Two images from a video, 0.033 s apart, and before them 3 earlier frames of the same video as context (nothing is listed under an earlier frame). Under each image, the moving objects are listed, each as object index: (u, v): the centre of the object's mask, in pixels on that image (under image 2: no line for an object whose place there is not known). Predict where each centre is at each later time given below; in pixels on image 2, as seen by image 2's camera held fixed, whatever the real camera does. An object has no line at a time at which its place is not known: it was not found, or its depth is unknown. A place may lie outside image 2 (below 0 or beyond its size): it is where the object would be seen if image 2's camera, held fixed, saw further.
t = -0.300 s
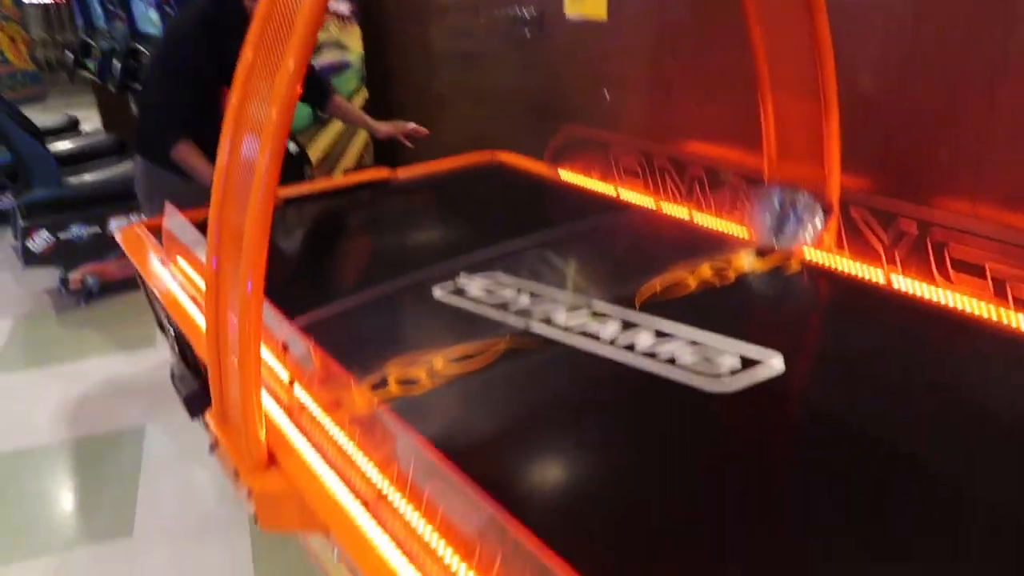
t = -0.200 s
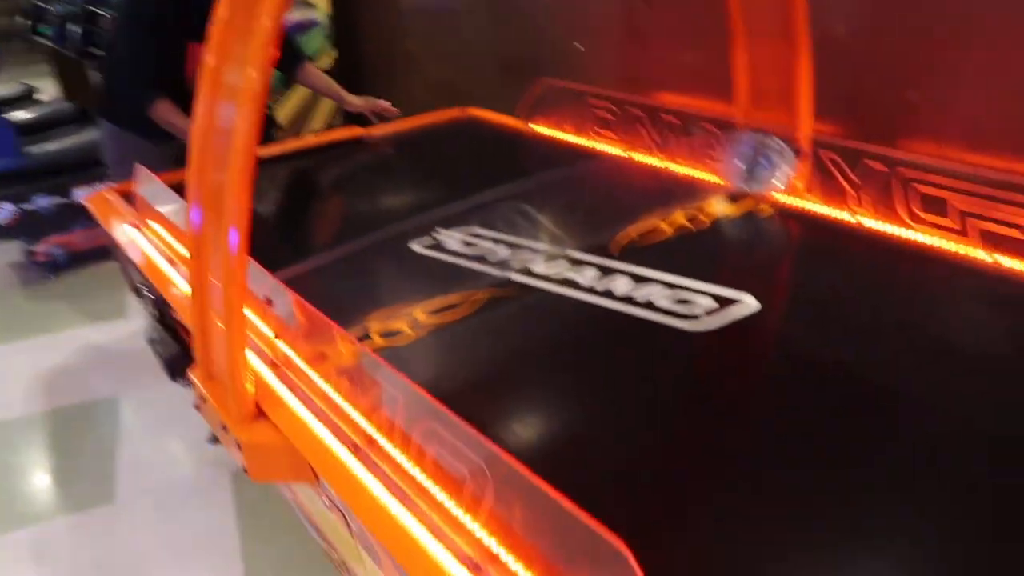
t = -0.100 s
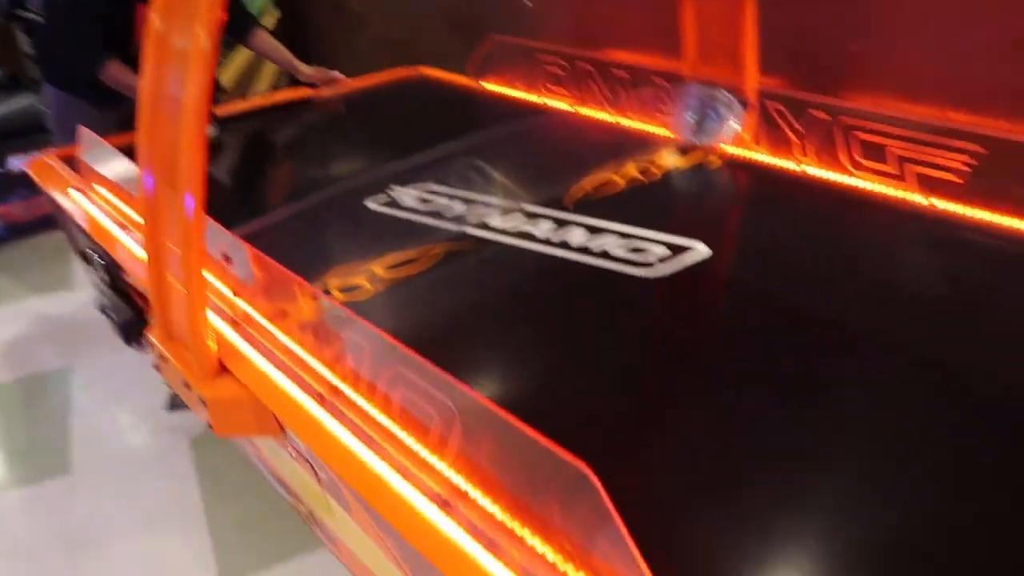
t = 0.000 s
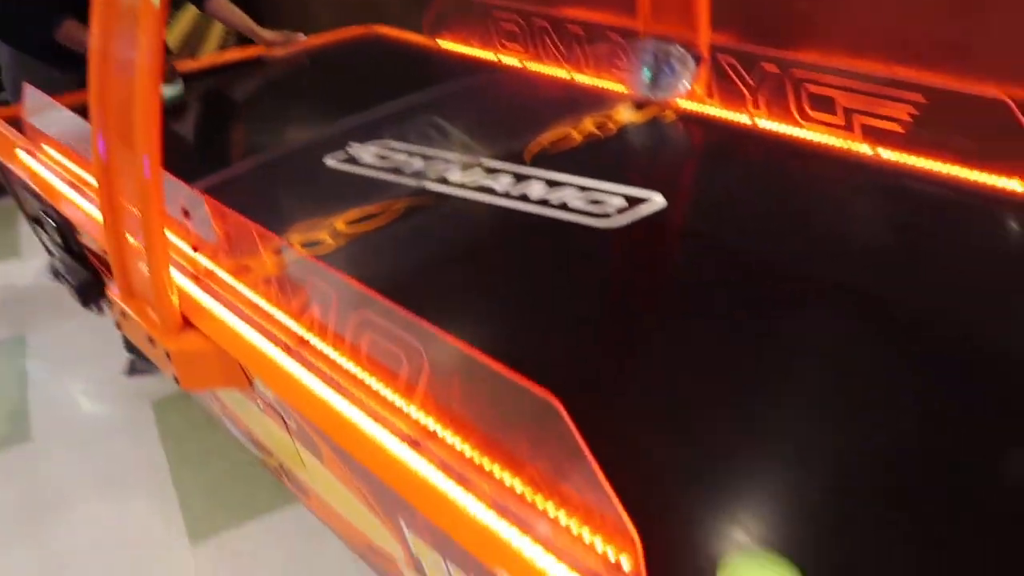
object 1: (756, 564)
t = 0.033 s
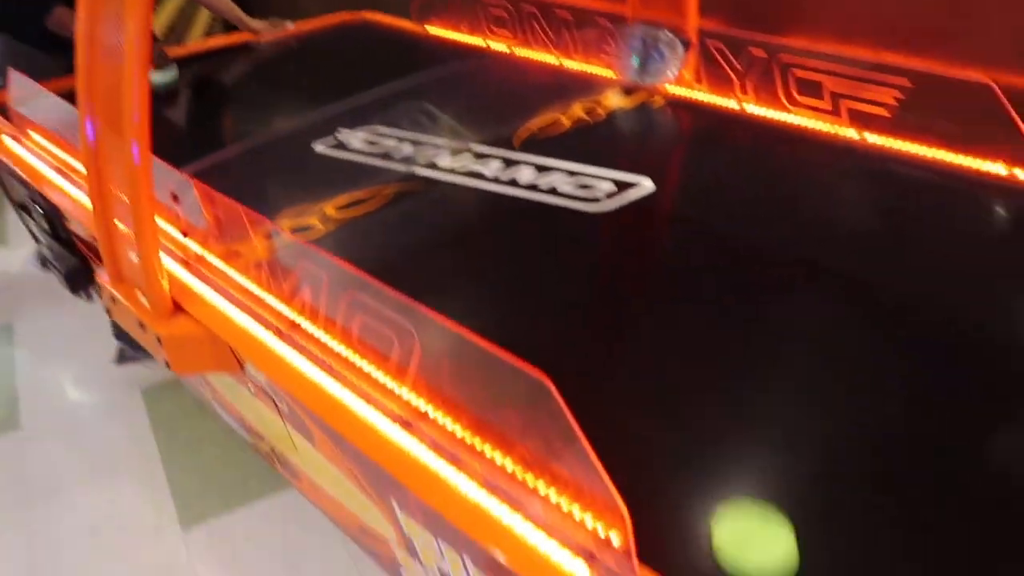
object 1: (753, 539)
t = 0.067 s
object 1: (758, 514)
